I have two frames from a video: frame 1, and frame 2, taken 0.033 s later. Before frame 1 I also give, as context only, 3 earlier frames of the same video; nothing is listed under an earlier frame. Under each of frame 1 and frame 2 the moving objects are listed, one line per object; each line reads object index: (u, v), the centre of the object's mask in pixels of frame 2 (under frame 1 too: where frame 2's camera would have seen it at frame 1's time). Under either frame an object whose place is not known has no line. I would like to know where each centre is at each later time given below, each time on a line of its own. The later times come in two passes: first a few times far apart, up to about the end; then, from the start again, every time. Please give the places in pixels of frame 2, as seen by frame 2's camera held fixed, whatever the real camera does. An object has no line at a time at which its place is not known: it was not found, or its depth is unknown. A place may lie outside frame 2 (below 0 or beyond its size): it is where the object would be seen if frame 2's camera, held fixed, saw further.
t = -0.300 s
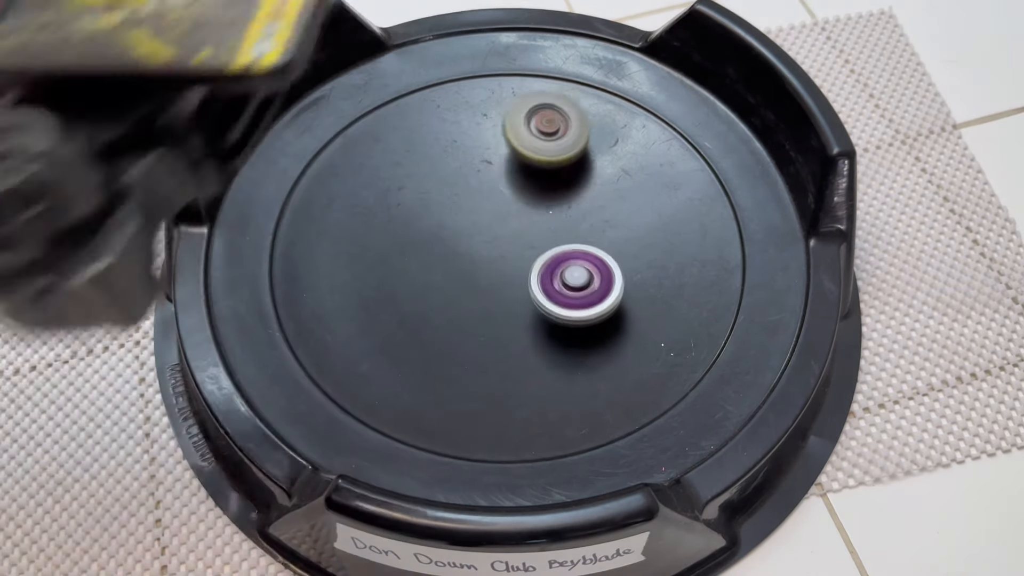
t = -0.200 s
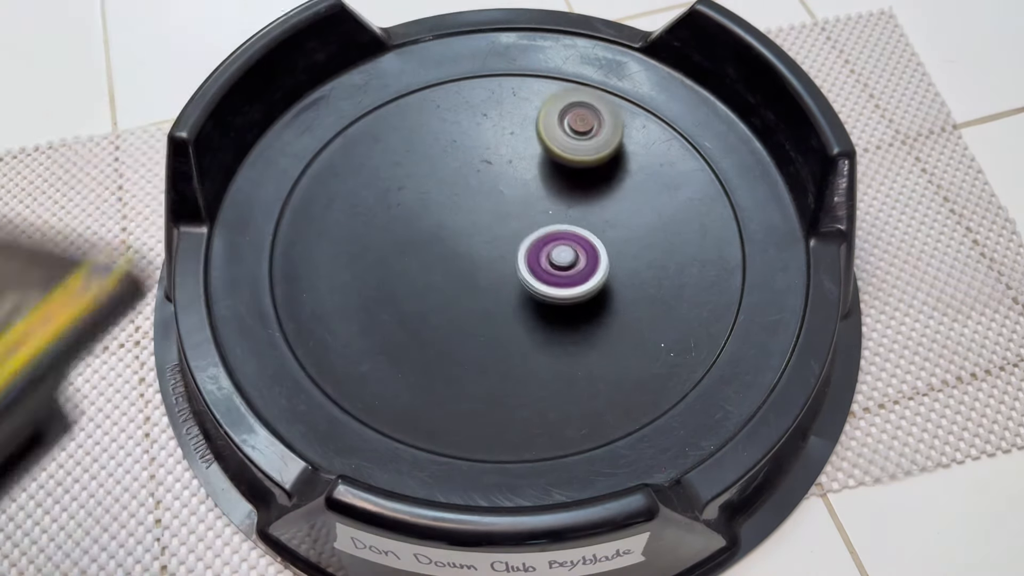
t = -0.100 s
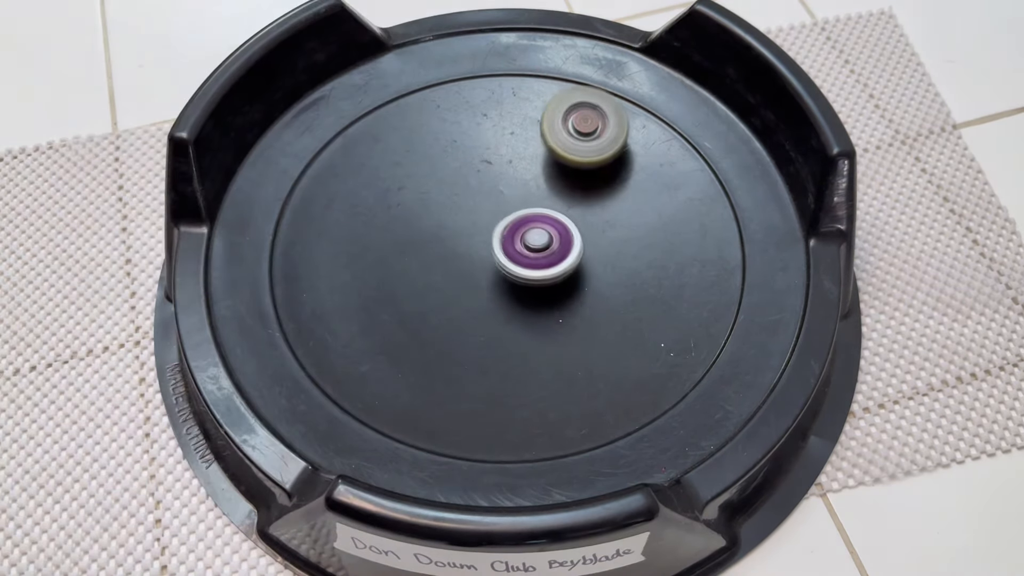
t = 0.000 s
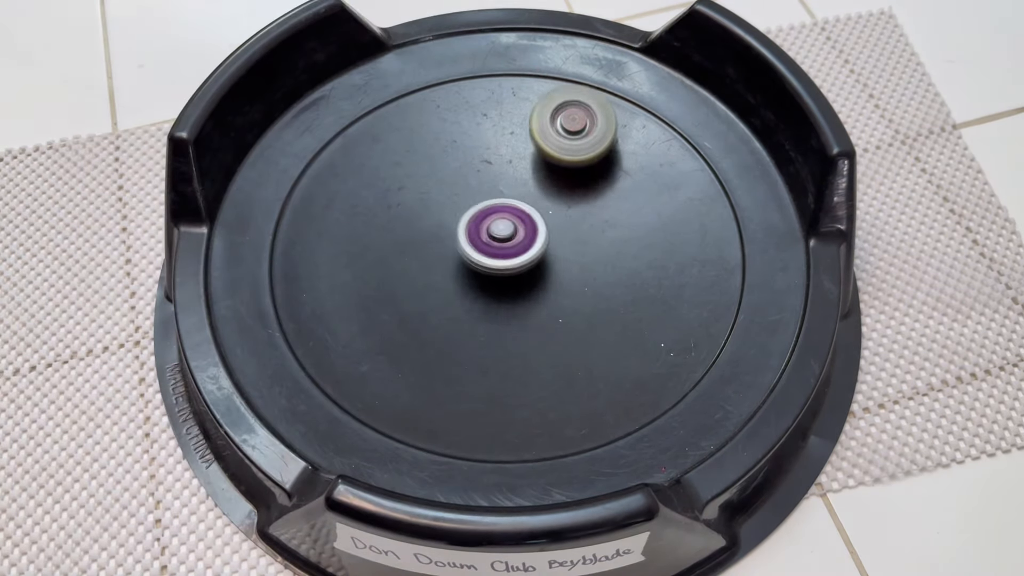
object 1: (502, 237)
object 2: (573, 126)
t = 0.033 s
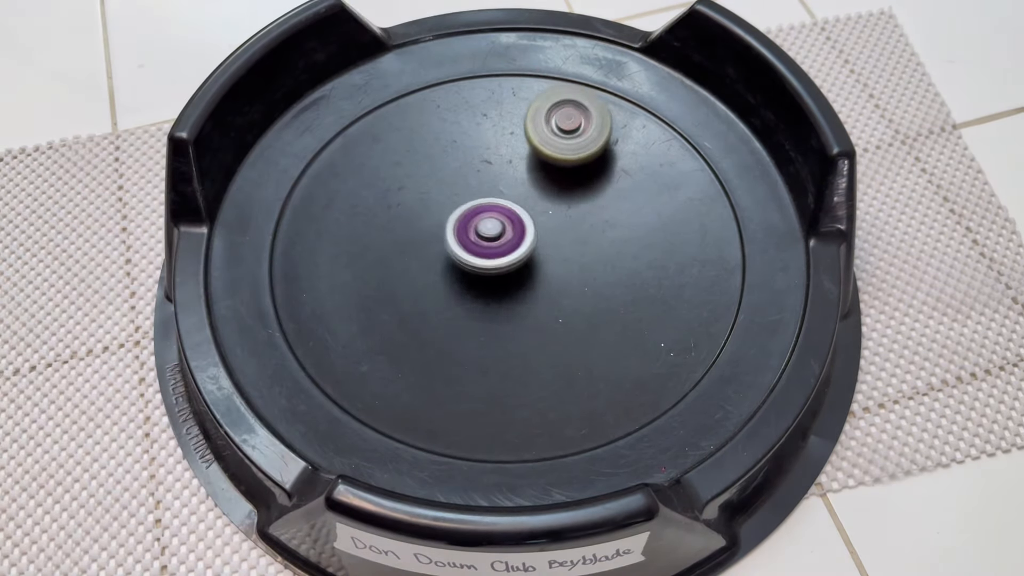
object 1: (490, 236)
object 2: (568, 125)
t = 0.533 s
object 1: (452, 300)
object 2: (507, 180)
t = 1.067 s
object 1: (540, 289)
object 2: (573, 191)
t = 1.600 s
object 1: (463, 331)
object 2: (560, 92)
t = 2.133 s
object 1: (509, 422)
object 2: (492, 20)
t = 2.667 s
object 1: (565, 251)
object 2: (404, 201)
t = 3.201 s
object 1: (370, 208)
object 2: (605, 304)
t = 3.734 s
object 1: (450, 249)
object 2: (541, 210)
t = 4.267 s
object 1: (461, 311)
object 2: (557, 112)
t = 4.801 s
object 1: (578, 194)
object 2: (366, 233)
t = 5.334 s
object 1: (526, 175)
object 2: (491, 325)
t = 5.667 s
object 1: (479, 211)
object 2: (598, 293)
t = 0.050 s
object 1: (484, 237)
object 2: (566, 125)
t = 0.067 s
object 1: (478, 237)
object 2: (563, 124)
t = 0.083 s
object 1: (473, 238)
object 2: (561, 124)
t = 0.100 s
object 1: (467, 240)
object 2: (558, 123)
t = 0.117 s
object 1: (462, 241)
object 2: (556, 123)
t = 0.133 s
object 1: (458, 244)
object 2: (554, 122)
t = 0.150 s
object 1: (453, 246)
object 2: (552, 122)
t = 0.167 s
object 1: (450, 249)
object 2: (550, 123)
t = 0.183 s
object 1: (446, 252)
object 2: (548, 122)
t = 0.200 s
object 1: (443, 255)
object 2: (546, 123)
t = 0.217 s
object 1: (441, 258)
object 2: (544, 122)
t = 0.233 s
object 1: (439, 261)
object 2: (542, 123)
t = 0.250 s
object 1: (437, 264)
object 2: (540, 124)
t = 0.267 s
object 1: (436, 267)
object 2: (538, 125)
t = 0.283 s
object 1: (435, 270)
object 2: (536, 127)
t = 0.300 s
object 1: (434, 272)
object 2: (534, 128)
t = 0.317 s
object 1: (434, 275)
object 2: (531, 129)
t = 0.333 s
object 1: (434, 278)
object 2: (528, 132)
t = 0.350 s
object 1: (434, 280)
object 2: (526, 134)
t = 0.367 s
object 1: (434, 283)
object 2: (524, 137)
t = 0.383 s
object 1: (435, 285)
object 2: (521, 140)
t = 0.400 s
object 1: (436, 288)
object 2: (519, 143)
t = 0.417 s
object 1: (437, 290)
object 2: (517, 146)
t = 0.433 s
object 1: (439, 291)
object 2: (515, 150)
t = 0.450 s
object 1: (440, 293)
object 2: (513, 155)
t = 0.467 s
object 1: (442, 295)
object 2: (511, 161)
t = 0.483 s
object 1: (445, 296)
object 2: (510, 164)
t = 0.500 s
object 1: (447, 298)
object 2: (509, 170)
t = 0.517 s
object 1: (449, 299)
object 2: (508, 175)
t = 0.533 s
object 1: (452, 300)
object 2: (507, 180)
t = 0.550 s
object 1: (456, 300)
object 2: (507, 185)
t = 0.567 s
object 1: (459, 300)
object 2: (507, 192)
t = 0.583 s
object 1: (462, 301)
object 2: (507, 197)
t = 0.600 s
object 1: (465, 300)
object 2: (507, 203)
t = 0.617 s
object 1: (469, 300)
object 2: (508, 209)
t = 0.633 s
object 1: (472, 299)
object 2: (509, 216)
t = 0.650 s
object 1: (475, 298)
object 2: (510, 221)
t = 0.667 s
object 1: (472, 305)
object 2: (516, 219)
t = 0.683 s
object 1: (468, 315)
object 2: (525, 211)
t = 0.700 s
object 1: (466, 322)
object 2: (534, 205)
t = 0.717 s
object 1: (466, 327)
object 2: (541, 201)
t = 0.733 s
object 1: (468, 331)
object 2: (548, 196)
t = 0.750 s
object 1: (471, 333)
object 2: (553, 193)
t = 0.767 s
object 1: (474, 334)
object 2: (557, 192)
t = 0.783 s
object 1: (479, 336)
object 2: (561, 191)
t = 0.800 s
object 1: (483, 336)
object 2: (563, 191)
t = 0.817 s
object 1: (488, 336)
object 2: (565, 191)
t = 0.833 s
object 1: (492, 336)
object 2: (566, 190)
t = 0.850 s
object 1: (497, 335)
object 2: (568, 190)
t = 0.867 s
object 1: (502, 334)
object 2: (570, 189)
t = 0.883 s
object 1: (507, 333)
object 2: (570, 189)
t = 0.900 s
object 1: (512, 331)
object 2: (571, 189)
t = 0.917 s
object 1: (516, 328)
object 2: (572, 189)
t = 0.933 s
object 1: (521, 325)
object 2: (573, 189)
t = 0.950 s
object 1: (525, 321)
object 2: (573, 189)
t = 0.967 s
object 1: (528, 317)
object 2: (573, 189)
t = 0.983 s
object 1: (531, 313)
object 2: (573, 190)
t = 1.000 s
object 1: (534, 309)
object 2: (573, 190)
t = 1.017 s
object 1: (536, 304)
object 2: (573, 190)
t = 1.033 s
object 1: (538, 299)
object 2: (573, 190)
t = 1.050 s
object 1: (539, 295)
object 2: (573, 190)
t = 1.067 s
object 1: (540, 289)
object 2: (573, 191)
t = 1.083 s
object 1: (540, 284)
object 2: (573, 191)
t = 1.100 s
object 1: (540, 278)
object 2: (572, 192)
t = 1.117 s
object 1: (540, 272)
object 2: (572, 193)
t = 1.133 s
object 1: (532, 273)
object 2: (576, 188)
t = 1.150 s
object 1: (513, 283)
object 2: (591, 171)
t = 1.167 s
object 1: (497, 292)
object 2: (605, 154)
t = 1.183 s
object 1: (483, 299)
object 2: (618, 139)
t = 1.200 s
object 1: (472, 303)
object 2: (627, 125)
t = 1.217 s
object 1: (464, 307)
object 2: (636, 113)
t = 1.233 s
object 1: (458, 309)
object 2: (643, 101)
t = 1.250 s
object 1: (455, 312)
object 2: (648, 91)
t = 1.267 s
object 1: (454, 314)
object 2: (648, 83)
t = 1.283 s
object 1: (453, 316)
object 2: (648, 78)
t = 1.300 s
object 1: (453, 318)
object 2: (647, 76)
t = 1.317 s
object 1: (452, 320)
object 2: (645, 72)
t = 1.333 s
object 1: (452, 322)
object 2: (642, 70)
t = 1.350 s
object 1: (452, 323)
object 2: (640, 69)
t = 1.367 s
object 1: (452, 325)
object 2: (636, 67)
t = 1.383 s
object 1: (452, 326)
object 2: (632, 67)
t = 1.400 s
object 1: (452, 327)
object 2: (627, 66)
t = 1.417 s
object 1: (453, 329)
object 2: (623, 66)
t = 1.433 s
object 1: (454, 330)
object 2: (618, 66)
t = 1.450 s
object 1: (454, 331)
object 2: (614, 66)
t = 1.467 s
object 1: (455, 332)
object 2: (610, 66)
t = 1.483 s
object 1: (456, 333)
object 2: (606, 67)
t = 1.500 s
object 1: (457, 333)
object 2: (600, 70)
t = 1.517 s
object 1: (458, 333)
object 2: (594, 74)
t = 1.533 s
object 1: (458, 333)
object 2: (588, 78)
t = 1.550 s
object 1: (459, 333)
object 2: (581, 81)
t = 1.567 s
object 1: (460, 332)
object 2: (574, 85)
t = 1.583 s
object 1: (461, 332)
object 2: (567, 88)
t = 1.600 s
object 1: (463, 331)
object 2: (560, 92)
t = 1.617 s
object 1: (464, 329)
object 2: (553, 96)
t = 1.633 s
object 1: (466, 328)
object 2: (547, 100)
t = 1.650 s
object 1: (467, 326)
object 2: (540, 105)
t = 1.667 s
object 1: (469, 324)
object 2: (535, 110)
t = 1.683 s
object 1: (471, 322)
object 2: (529, 115)
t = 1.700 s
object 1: (472, 319)
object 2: (524, 121)
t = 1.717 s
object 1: (474, 317)
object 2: (518, 127)
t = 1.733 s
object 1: (476, 314)
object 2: (512, 133)
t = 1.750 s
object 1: (477, 310)
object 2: (507, 139)
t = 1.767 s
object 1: (478, 307)
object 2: (501, 146)
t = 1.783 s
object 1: (479, 303)
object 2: (496, 153)
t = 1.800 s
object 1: (480, 299)
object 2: (491, 160)
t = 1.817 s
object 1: (481, 296)
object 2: (486, 168)
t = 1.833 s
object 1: (481, 292)
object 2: (482, 177)
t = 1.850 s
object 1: (482, 288)
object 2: (478, 185)
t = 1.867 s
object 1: (482, 284)
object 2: (474, 194)
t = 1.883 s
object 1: (481, 281)
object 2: (472, 201)
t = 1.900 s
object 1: (481, 284)
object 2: (470, 203)
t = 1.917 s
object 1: (480, 285)
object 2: (467, 205)
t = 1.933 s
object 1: (478, 297)
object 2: (468, 196)
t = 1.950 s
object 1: (472, 322)
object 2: (471, 171)
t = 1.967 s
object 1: (469, 345)
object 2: (474, 149)
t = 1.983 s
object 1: (466, 364)
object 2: (478, 129)
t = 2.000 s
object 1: (465, 380)
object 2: (482, 108)
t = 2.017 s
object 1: (465, 392)
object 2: (483, 91)
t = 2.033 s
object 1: (467, 402)
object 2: (485, 74)
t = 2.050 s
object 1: (472, 409)
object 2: (487, 58)
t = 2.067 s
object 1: (477, 414)
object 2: (489, 45)
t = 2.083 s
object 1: (484, 417)
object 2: (490, 34)
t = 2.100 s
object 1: (492, 419)
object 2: (491, 28)
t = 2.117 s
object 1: (501, 421)
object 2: (492, 23)
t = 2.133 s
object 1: (509, 422)
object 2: (492, 20)
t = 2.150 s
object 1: (518, 422)
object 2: (493, 18)
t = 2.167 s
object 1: (526, 422)
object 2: (493, 18)
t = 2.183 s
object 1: (534, 421)
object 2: (492, 19)
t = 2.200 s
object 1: (542, 419)
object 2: (492, 21)
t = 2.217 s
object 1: (550, 417)
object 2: (491, 25)
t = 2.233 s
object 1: (557, 414)
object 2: (490, 27)
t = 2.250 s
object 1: (564, 411)
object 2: (487, 30)
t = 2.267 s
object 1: (570, 407)
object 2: (484, 34)
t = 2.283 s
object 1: (576, 403)
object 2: (481, 38)
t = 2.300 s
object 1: (581, 398)
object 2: (477, 44)
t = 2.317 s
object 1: (586, 393)
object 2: (473, 48)
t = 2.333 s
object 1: (591, 387)
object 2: (469, 52)
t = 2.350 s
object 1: (594, 382)
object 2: (465, 60)
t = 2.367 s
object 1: (598, 376)
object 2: (460, 65)
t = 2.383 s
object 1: (601, 369)
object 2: (456, 71)
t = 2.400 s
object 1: (603, 363)
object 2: (451, 79)
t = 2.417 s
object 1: (605, 357)
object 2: (446, 85)
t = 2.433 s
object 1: (606, 350)
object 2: (441, 92)
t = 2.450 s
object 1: (606, 343)
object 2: (435, 99)
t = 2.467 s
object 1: (606, 335)
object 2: (431, 106)
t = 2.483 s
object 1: (606, 328)
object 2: (426, 114)
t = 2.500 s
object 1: (605, 320)
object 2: (421, 122)
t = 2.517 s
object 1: (603, 313)
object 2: (418, 129)
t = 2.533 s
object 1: (601, 305)
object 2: (414, 137)
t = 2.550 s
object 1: (599, 298)
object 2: (411, 144)
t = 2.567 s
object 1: (595, 290)
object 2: (409, 152)
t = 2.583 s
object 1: (592, 283)
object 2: (407, 160)
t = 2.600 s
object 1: (587, 276)
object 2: (405, 168)
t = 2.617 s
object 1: (582, 269)
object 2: (405, 176)
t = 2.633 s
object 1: (576, 263)
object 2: (404, 185)
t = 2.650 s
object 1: (571, 257)
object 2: (404, 193)
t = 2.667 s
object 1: (565, 251)
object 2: (404, 201)
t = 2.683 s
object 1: (559, 246)
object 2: (406, 209)
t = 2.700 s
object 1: (552, 241)
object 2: (407, 217)
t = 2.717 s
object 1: (545, 235)
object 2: (410, 225)
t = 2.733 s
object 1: (538, 231)
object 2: (413, 233)
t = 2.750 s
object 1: (531, 226)
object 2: (417, 242)
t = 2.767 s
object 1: (524, 222)
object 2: (421, 250)
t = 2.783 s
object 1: (517, 218)
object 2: (425, 257)
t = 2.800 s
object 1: (510, 214)
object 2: (430, 265)
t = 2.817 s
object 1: (502, 210)
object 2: (436, 272)
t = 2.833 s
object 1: (494, 207)
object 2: (442, 277)
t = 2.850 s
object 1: (486, 204)
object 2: (449, 284)
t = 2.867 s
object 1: (477, 202)
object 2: (455, 290)
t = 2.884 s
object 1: (470, 200)
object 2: (463, 295)
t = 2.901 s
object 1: (462, 198)
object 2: (470, 300)
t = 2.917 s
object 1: (454, 196)
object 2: (478, 304)
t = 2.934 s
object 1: (446, 195)
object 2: (486, 308)
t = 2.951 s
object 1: (439, 195)
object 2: (494, 312)
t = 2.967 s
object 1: (432, 194)
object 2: (502, 315)
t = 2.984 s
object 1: (426, 194)
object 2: (511, 317)
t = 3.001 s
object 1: (420, 194)
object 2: (519, 319)
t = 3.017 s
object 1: (414, 194)
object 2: (528, 320)
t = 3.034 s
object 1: (408, 195)
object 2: (536, 321)
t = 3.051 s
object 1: (403, 196)
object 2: (544, 321)
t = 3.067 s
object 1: (398, 197)
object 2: (552, 321)
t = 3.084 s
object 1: (393, 198)
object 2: (560, 320)
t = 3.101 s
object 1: (389, 199)
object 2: (568, 319)
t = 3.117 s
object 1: (385, 200)
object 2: (575, 317)
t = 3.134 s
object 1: (381, 202)
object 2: (582, 315)
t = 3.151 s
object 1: (378, 203)
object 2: (589, 313)
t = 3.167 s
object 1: (375, 205)
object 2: (595, 310)
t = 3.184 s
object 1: (372, 206)
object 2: (600, 307)
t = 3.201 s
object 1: (370, 208)
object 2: (605, 304)
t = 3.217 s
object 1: (368, 210)
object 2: (610, 300)
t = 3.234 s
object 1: (366, 211)
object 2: (614, 297)
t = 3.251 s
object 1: (364, 213)
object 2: (617, 293)
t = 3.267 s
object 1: (363, 215)
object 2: (620, 289)
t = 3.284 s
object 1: (362, 217)
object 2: (623, 285)
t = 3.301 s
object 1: (362, 219)
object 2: (625, 281)
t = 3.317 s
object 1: (362, 221)
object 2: (626, 277)
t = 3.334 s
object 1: (362, 223)
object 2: (626, 273)
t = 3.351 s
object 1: (363, 225)
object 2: (627, 269)
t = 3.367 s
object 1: (364, 227)
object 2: (627, 264)
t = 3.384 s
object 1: (365, 229)
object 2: (626, 260)
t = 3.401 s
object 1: (367, 231)
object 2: (625, 257)
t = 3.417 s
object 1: (369, 233)
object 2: (623, 253)
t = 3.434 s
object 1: (371, 234)
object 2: (622, 250)
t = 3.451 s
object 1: (374, 236)
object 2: (619, 246)
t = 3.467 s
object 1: (377, 238)
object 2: (617, 243)
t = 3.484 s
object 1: (380, 239)
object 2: (614, 239)
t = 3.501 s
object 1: (384, 241)
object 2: (610, 236)
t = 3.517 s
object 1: (387, 242)
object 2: (607, 234)
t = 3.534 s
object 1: (391, 244)
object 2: (602, 230)
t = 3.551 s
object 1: (395, 245)
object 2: (599, 228)
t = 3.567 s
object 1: (399, 246)
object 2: (595, 225)
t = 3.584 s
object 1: (403, 248)
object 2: (590, 222)
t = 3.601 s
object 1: (408, 249)
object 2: (584, 221)
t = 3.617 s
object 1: (412, 250)
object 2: (579, 218)
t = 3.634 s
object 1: (417, 250)
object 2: (574, 217)
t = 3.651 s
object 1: (422, 250)
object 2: (568, 216)
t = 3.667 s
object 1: (427, 251)
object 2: (563, 214)
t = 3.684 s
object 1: (433, 251)
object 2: (558, 213)
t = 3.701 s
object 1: (438, 250)
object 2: (553, 212)
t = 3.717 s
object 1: (444, 250)
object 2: (547, 211)
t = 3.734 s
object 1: (450, 249)
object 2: (541, 210)
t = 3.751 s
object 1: (449, 249)
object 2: (539, 208)
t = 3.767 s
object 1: (425, 254)
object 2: (561, 198)
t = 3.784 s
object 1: (404, 259)
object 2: (581, 189)
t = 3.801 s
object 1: (387, 262)
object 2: (602, 181)
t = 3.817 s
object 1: (375, 265)
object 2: (618, 173)
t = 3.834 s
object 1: (366, 268)
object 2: (633, 164)
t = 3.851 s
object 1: (362, 271)
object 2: (646, 157)
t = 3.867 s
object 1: (361, 274)
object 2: (659, 149)
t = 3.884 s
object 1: (361, 278)
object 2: (668, 143)
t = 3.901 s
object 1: (361, 281)
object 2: (674, 138)
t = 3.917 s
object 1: (362, 285)
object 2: (682, 131)
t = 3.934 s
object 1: (363, 289)
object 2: (686, 127)
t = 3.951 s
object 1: (365, 292)
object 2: (689, 122)
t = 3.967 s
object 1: (368, 295)
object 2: (689, 118)
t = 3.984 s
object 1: (370, 299)
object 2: (685, 116)
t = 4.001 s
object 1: (374, 302)
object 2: (681, 115)
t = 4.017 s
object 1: (377, 305)
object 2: (675, 113)
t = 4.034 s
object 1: (381, 307)
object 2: (669, 112)
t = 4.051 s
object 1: (385, 309)
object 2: (663, 111)
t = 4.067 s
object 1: (390, 311)
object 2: (655, 110)
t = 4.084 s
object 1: (395, 313)
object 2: (648, 109)
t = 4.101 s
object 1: (400, 314)
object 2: (639, 108)
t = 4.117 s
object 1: (406, 315)
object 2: (631, 107)
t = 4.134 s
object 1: (411, 316)
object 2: (622, 107)
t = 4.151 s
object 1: (417, 317)
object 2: (613, 107)
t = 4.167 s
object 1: (424, 317)
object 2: (605, 107)
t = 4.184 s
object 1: (430, 317)
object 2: (597, 107)
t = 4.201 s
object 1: (436, 317)
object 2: (588, 107)
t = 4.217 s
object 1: (443, 316)
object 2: (580, 108)
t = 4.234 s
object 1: (449, 315)
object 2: (572, 109)
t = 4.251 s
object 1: (456, 314)
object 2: (565, 111)
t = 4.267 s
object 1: (461, 311)
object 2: (557, 112)
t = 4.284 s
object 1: (467, 309)
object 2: (551, 114)
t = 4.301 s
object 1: (473, 307)
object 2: (544, 115)
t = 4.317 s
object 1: (479, 304)
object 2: (538, 118)
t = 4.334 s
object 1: (484, 301)
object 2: (531, 120)
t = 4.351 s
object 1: (489, 298)
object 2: (525, 123)
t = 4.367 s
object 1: (494, 294)
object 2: (518, 126)
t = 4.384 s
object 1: (499, 291)
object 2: (512, 130)
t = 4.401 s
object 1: (504, 287)
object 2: (507, 133)
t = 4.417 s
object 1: (508, 282)
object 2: (499, 138)
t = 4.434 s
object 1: (512, 278)
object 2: (494, 142)
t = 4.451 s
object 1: (515, 273)
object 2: (488, 147)
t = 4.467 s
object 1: (518, 268)
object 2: (482, 151)
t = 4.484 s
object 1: (521, 263)
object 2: (476, 157)
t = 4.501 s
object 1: (523, 257)
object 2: (471, 162)
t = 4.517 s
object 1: (525, 252)
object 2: (466, 168)
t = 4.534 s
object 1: (527, 247)
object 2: (462, 174)
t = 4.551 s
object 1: (528, 241)
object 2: (457, 181)
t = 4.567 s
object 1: (528, 235)
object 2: (454, 187)
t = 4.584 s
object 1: (537, 236)
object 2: (443, 186)
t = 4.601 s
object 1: (546, 236)
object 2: (431, 186)
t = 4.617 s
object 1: (552, 235)
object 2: (420, 186)
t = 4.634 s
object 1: (556, 232)
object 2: (411, 188)
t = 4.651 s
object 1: (559, 229)
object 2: (402, 189)
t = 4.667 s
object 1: (563, 225)
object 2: (394, 192)
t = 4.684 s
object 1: (565, 221)
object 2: (388, 196)
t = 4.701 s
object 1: (568, 217)
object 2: (382, 200)
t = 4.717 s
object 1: (570, 213)
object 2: (378, 205)
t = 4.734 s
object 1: (572, 209)
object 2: (375, 210)
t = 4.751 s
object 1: (574, 205)
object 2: (372, 216)
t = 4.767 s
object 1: (576, 201)
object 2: (369, 222)
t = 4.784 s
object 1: (577, 198)
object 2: (367, 227)
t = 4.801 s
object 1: (578, 194)
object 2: (366, 233)
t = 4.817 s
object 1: (579, 191)
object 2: (365, 239)
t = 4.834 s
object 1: (580, 188)
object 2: (364, 245)
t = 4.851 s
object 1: (580, 185)
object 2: (364, 251)
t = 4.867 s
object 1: (580, 181)
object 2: (364, 257)
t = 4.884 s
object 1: (580, 178)
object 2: (364, 263)
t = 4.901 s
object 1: (579, 176)
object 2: (365, 268)
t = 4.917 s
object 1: (579, 173)
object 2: (366, 274)
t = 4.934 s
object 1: (578, 171)
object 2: (367, 280)
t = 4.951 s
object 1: (577, 168)
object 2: (370, 285)
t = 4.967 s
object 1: (576, 166)
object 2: (372, 290)
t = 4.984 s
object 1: (575, 164)
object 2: (375, 295)
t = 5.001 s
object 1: (573, 163)
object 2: (378, 299)
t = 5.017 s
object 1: (572, 161)
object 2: (382, 303)
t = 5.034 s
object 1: (570, 160)
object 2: (386, 307)
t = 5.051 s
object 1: (568, 159)
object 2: (390, 311)
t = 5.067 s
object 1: (566, 158)
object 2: (395, 314)
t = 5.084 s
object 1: (565, 157)
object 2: (399, 317)
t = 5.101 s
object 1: (562, 157)
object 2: (405, 319)
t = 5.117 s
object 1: (560, 157)
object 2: (410, 322)
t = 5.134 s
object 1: (557, 157)
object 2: (416, 324)
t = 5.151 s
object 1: (555, 157)
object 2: (422, 326)
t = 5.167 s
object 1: (552, 158)
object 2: (429, 327)
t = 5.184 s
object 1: (549, 159)
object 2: (435, 329)
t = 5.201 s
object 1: (546, 160)
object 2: (441, 330)
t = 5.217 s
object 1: (544, 161)
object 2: (448, 329)
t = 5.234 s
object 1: (541, 162)
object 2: (454, 330)
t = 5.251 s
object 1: (538, 164)
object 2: (461, 330)
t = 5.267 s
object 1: (536, 166)
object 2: (466, 330)
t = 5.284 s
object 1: (533, 168)
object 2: (473, 329)
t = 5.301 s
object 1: (530, 170)
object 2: (479, 328)
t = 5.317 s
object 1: (528, 172)
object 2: (485, 327)
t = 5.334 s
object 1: (526, 175)
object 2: (491, 325)
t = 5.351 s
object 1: (524, 177)
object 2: (497, 323)
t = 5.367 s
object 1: (521, 180)
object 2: (504, 321)
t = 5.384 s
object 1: (520, 183)
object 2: (510, 318)
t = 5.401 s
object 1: (518, 186)
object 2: (516, 315)
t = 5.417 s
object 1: (516, 189)
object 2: (521, 311)
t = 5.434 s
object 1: (515, 192)
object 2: (526, 307)
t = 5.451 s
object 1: (513, 195)
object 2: (531, 303)
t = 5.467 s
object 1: (512, 198)
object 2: (535, 298)
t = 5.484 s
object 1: (510, 202)
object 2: (540, 293)
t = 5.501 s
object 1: (509, 206)
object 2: (543, 288)
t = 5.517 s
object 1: (507, 209)
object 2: (546, 283)
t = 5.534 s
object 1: (505, 211)
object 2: (551, 279)
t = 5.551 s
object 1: (500, 206)
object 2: (559, 285)
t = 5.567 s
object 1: (496, 202)
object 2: (566, 289)
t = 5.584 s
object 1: (493, 200)
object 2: (574, 293)
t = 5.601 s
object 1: (490, 201)
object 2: (580, 296)
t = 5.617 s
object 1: (487, 203)
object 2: (585, 297)
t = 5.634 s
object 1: (484, 205)
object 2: (590, 297)
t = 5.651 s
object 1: (482, 208)
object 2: (594, 296)
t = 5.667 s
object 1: (479, 211)
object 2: (598, 293)
